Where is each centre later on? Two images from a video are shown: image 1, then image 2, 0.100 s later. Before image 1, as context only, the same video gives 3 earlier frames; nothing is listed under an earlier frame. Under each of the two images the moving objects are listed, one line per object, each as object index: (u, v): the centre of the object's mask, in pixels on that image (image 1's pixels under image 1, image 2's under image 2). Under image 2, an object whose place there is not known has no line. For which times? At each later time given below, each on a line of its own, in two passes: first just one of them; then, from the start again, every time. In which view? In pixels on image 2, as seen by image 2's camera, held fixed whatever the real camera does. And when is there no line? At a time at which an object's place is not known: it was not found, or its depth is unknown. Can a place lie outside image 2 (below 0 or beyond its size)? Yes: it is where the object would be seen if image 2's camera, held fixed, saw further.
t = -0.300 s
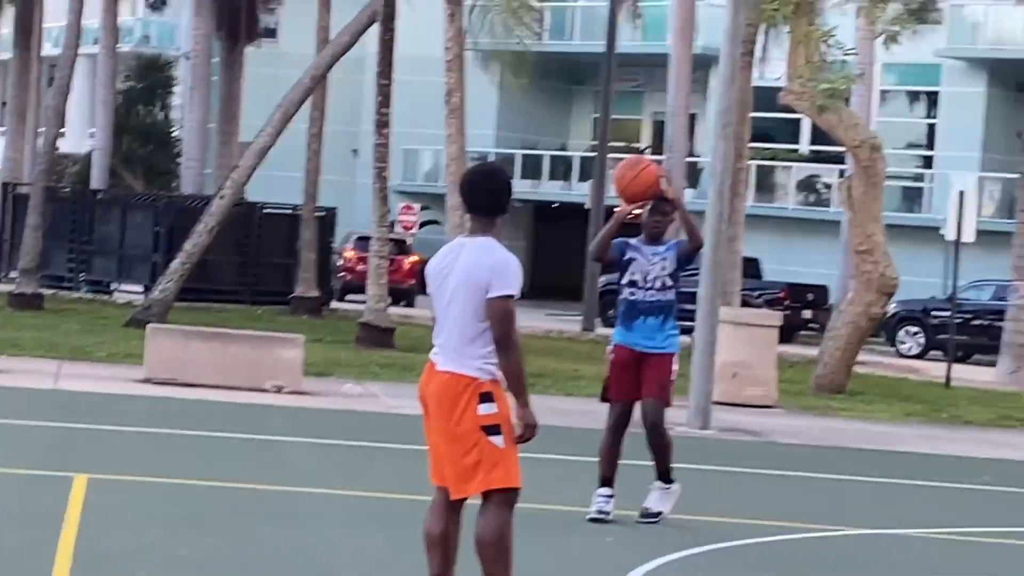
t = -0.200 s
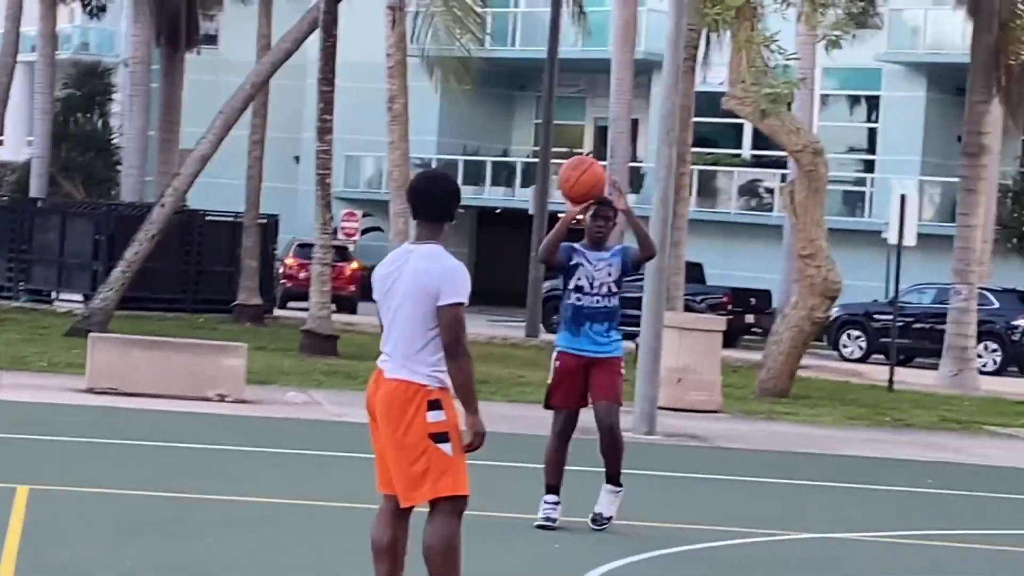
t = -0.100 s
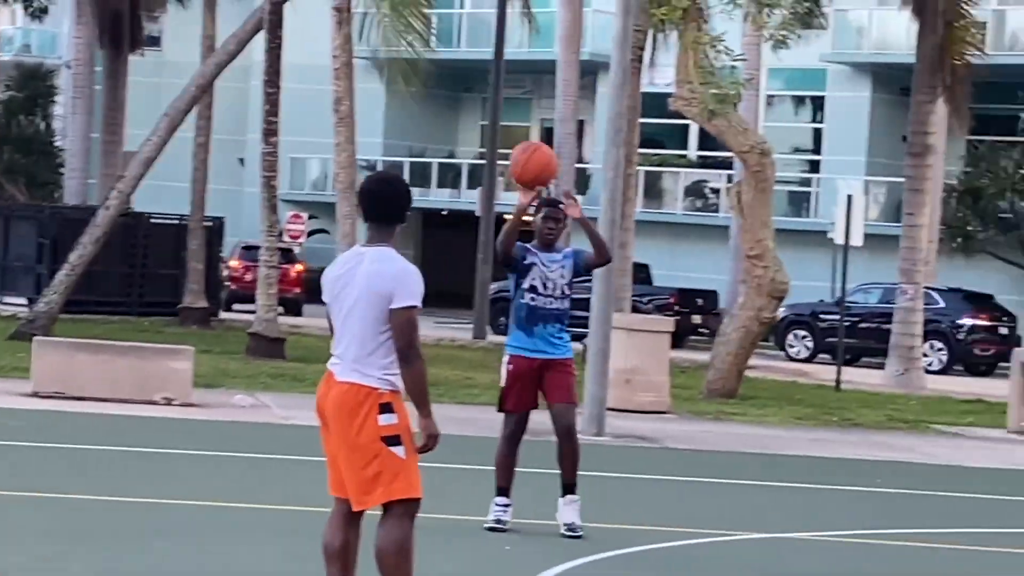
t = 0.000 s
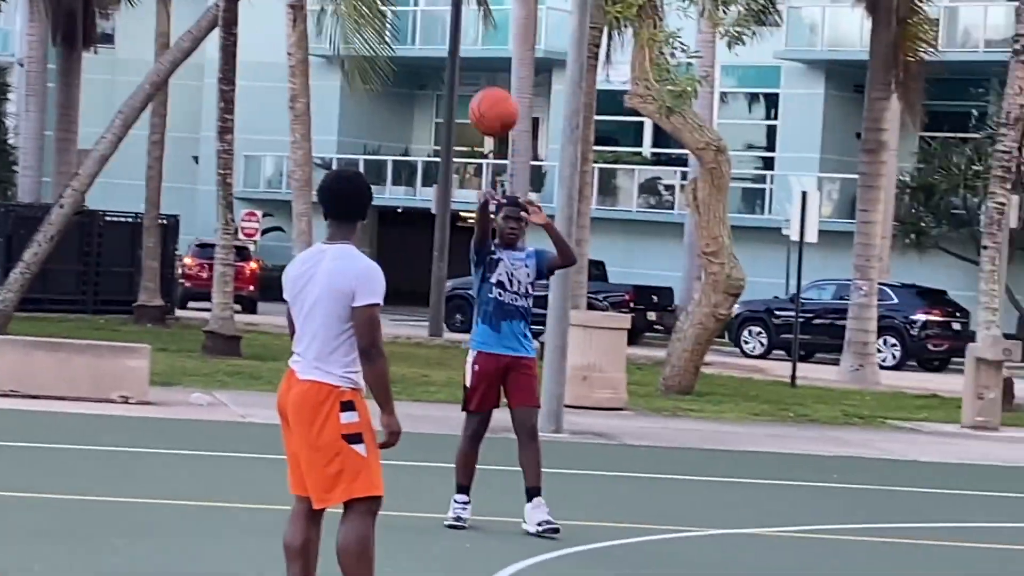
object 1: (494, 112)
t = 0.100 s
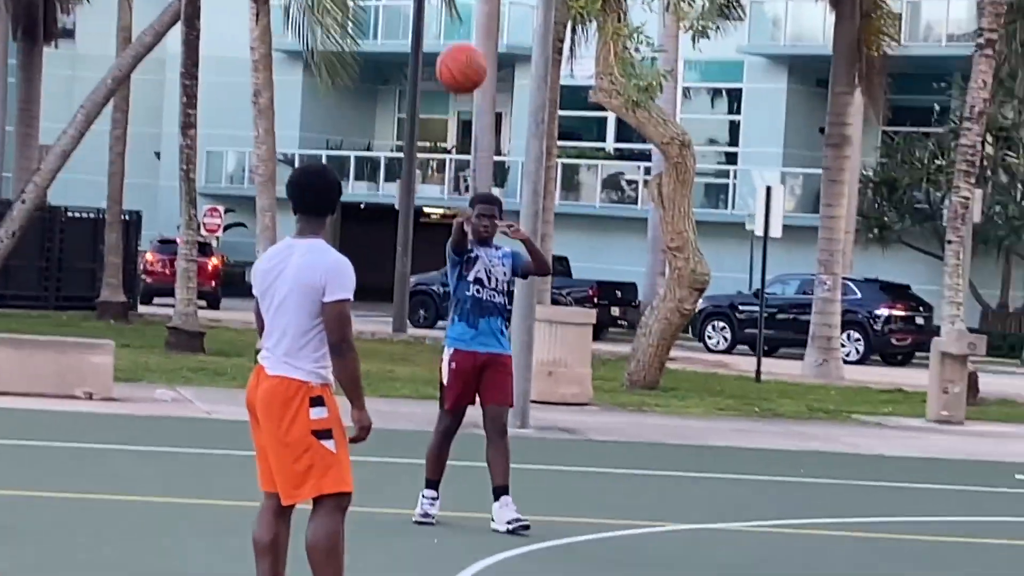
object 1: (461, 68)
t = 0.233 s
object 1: (463, 46)
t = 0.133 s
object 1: (461, 60)
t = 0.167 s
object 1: (462, 53)
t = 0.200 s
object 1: (463, 48)
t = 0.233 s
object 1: (463, 46)
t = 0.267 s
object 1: (464, 46)
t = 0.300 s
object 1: (464, 48)
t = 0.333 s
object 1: (464, 53)
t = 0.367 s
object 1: (464, 61)
